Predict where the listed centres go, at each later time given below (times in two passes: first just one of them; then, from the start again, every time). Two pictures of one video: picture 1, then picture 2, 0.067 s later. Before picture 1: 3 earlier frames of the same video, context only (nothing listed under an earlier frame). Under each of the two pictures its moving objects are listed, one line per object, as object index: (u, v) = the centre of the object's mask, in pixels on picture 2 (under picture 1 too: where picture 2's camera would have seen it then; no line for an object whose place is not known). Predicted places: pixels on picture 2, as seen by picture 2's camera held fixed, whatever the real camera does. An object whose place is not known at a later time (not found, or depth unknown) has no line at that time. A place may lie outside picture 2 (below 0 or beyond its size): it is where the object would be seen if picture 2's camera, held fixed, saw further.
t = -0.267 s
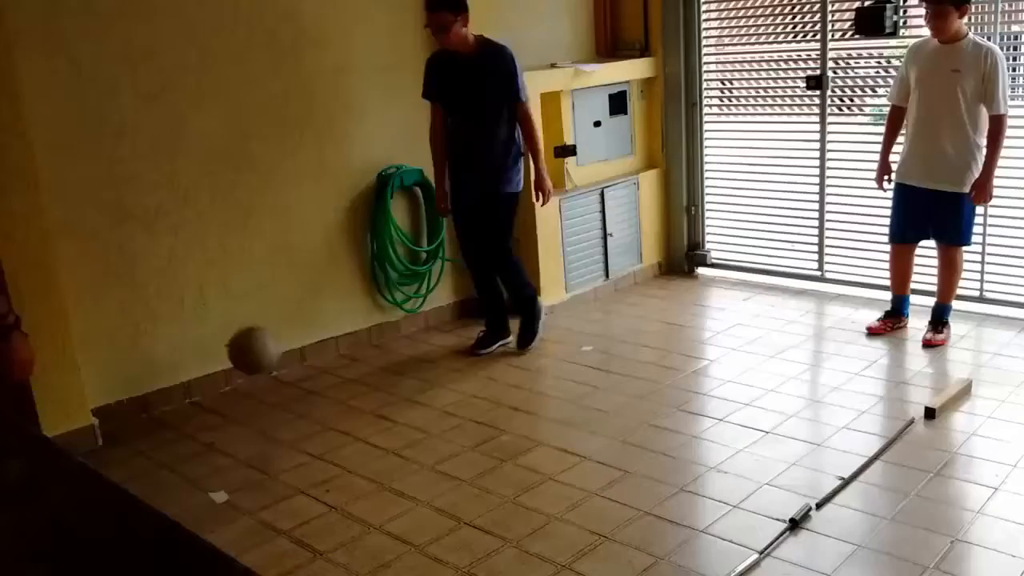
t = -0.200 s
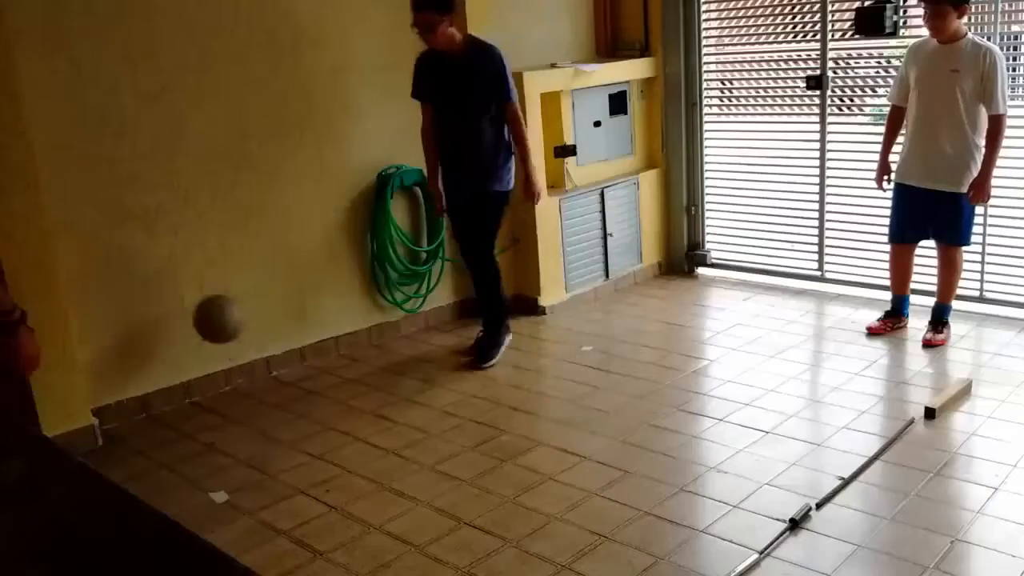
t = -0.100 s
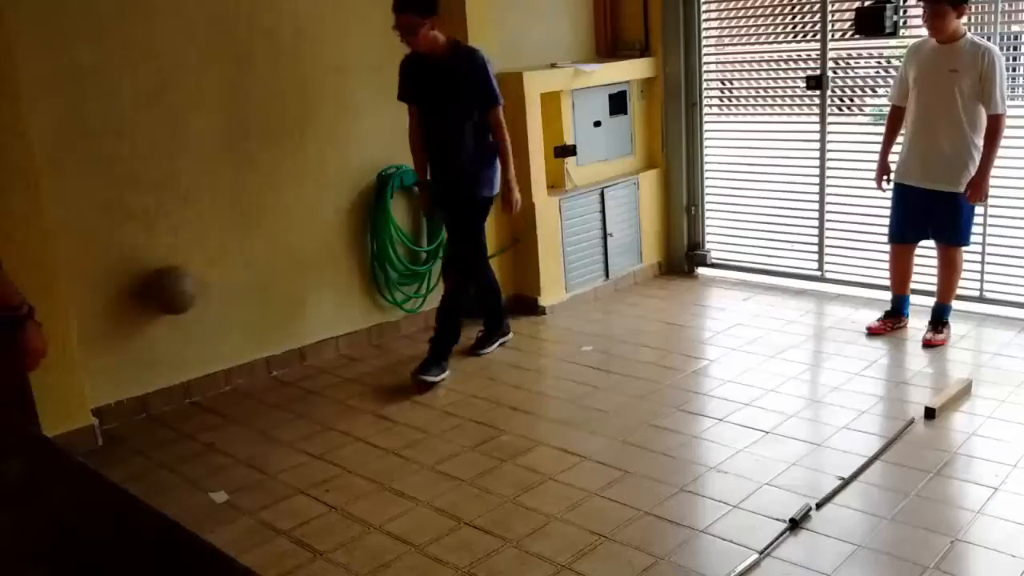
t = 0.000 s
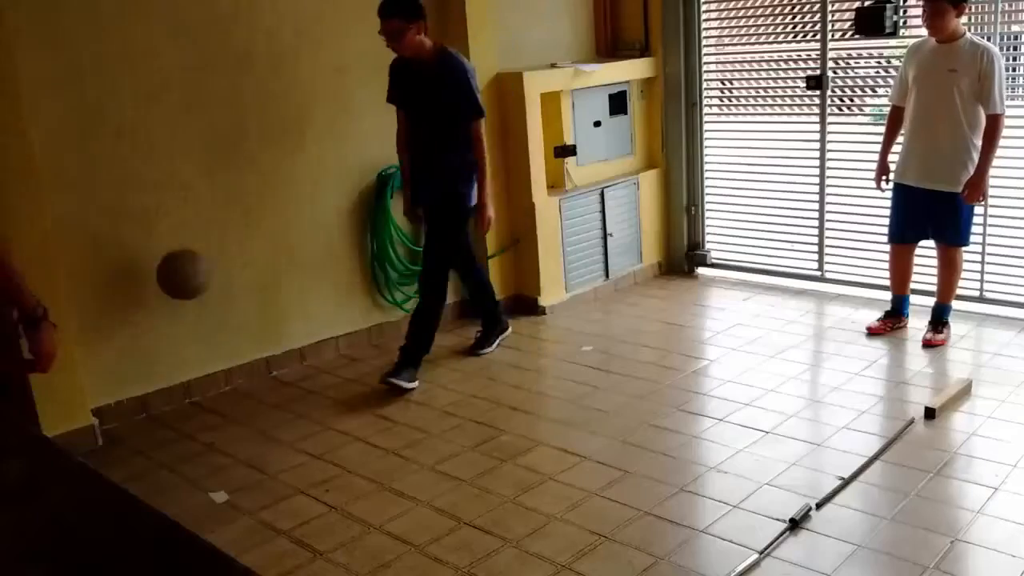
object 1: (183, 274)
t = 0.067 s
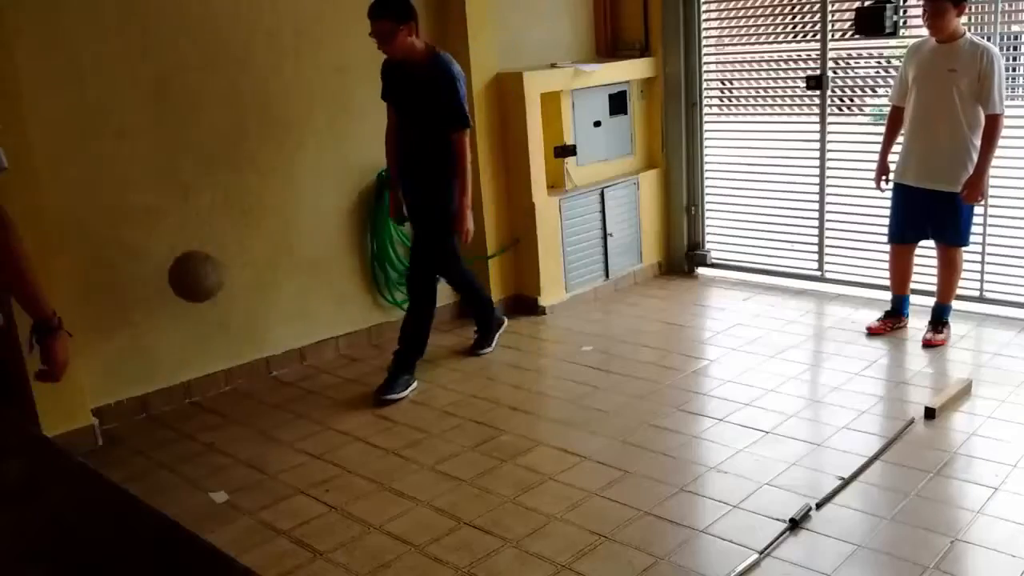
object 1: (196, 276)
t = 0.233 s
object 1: (235, 328)
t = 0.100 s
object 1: (203, 281)
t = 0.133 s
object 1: (210, 289)
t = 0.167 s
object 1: (218, 299)
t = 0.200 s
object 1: (227, 312)
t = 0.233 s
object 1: (235, 328)
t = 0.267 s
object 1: (244, 348)
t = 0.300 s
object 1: (257, 369)
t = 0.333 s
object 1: (268, 392)
